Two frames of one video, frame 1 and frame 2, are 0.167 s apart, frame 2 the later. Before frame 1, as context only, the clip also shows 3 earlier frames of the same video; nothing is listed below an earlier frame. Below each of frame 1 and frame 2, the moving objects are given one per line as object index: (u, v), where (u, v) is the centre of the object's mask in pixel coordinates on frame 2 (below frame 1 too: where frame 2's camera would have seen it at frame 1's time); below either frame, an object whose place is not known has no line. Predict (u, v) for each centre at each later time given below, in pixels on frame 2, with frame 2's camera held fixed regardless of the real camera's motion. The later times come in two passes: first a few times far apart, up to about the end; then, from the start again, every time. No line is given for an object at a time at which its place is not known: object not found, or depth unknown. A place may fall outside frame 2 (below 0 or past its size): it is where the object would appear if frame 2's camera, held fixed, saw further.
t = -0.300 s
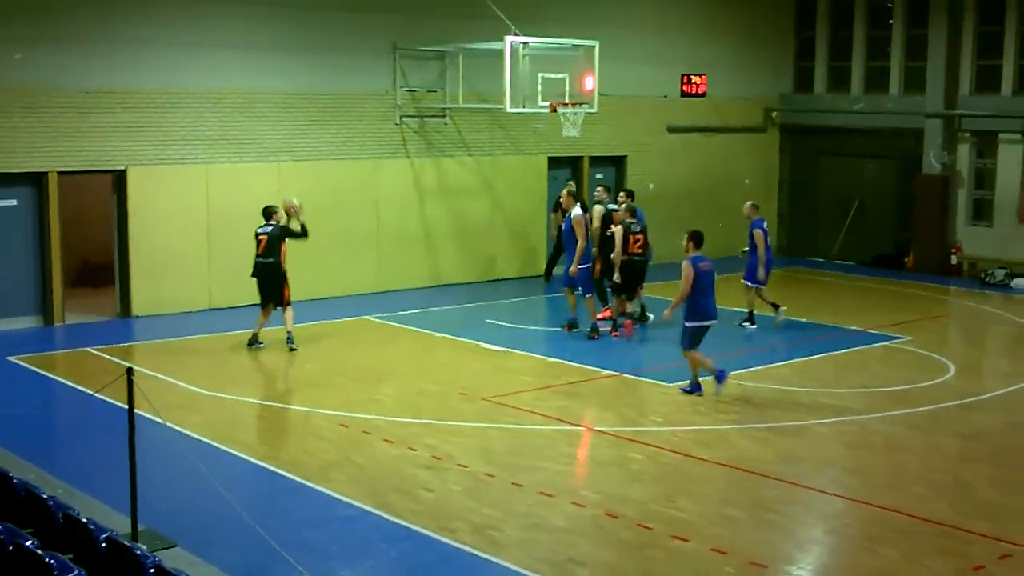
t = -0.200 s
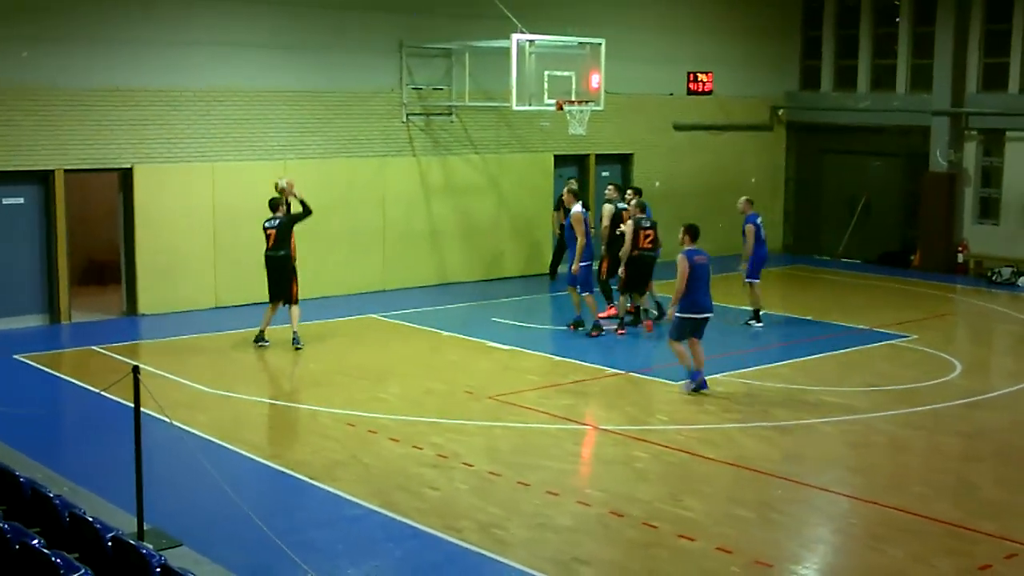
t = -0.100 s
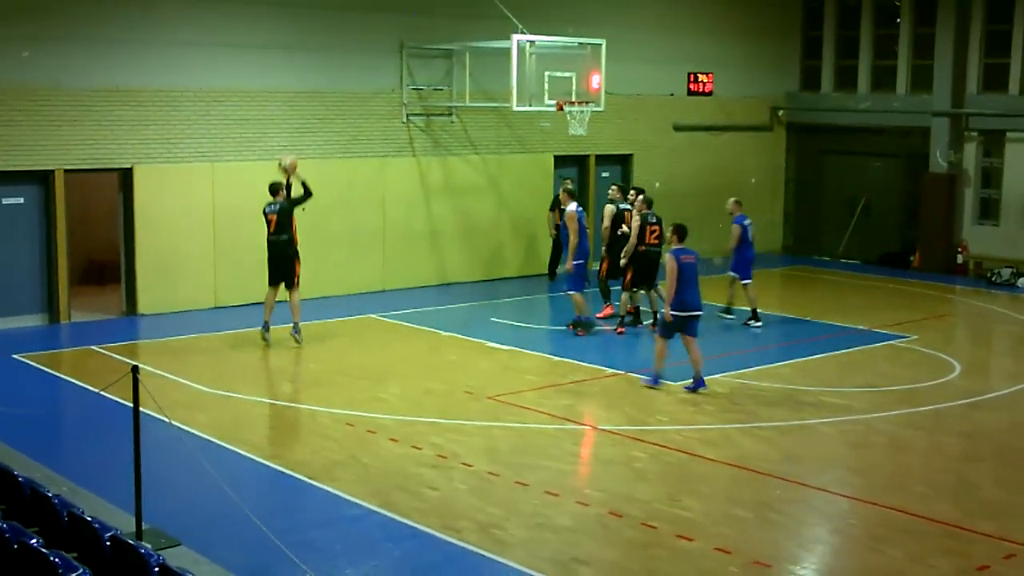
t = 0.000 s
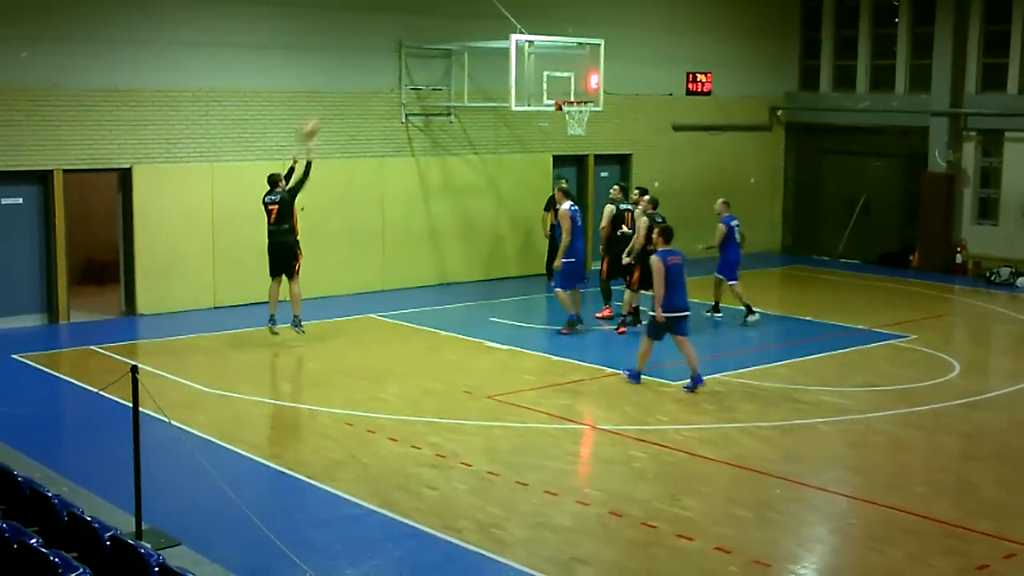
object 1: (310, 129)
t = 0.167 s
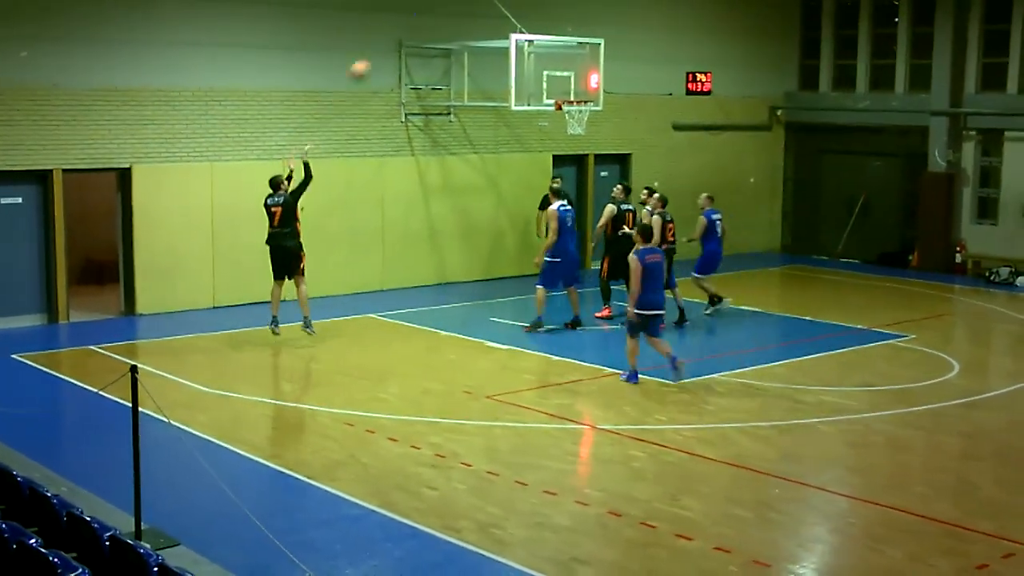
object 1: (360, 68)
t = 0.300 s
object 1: (399, 39)
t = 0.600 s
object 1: (484, 21)
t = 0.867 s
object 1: (549, 58)
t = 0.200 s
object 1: (370, 60)
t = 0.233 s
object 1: (380, 52)
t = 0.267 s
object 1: (390, 45)
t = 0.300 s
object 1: (399, 39)
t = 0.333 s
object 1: (408, 34)
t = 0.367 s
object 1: (419, 29)
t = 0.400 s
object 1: (428, 26)
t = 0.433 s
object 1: (438, 23)
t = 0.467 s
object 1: (448, 21)
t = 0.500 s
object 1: (457, 20)
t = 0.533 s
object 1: (466, 19)
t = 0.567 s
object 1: (474, 20)
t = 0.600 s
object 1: (484, 21)
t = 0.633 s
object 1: (492, 23)
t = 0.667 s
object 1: (500, 26)
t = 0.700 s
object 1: (508, 29)
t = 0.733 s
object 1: (516, 32)
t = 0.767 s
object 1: (526, 39)
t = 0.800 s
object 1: (533, 46)
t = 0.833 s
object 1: (542, 52)
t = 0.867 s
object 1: (549, 58)
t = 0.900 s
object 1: (557, 66)
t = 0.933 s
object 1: (565, 75)
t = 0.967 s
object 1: (574, 85)
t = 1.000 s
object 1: (582, 94)
